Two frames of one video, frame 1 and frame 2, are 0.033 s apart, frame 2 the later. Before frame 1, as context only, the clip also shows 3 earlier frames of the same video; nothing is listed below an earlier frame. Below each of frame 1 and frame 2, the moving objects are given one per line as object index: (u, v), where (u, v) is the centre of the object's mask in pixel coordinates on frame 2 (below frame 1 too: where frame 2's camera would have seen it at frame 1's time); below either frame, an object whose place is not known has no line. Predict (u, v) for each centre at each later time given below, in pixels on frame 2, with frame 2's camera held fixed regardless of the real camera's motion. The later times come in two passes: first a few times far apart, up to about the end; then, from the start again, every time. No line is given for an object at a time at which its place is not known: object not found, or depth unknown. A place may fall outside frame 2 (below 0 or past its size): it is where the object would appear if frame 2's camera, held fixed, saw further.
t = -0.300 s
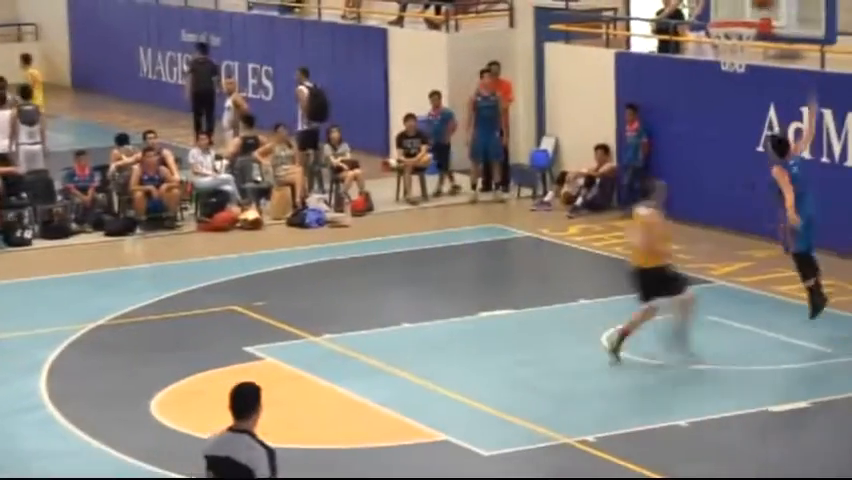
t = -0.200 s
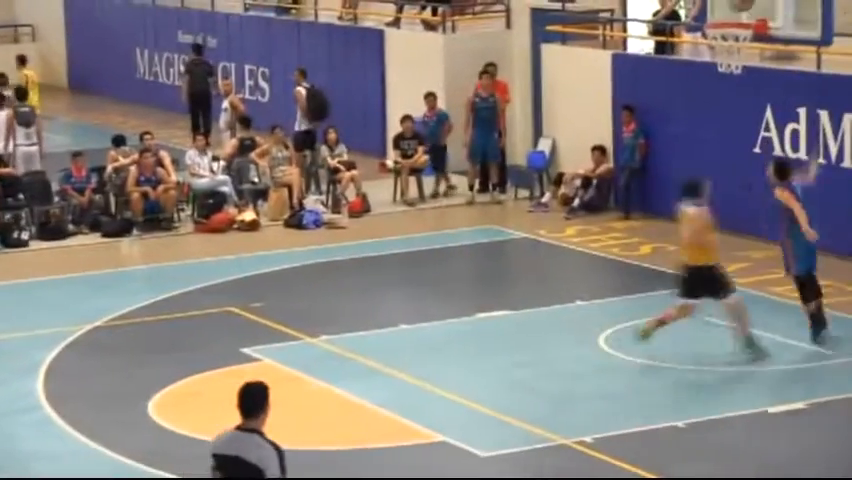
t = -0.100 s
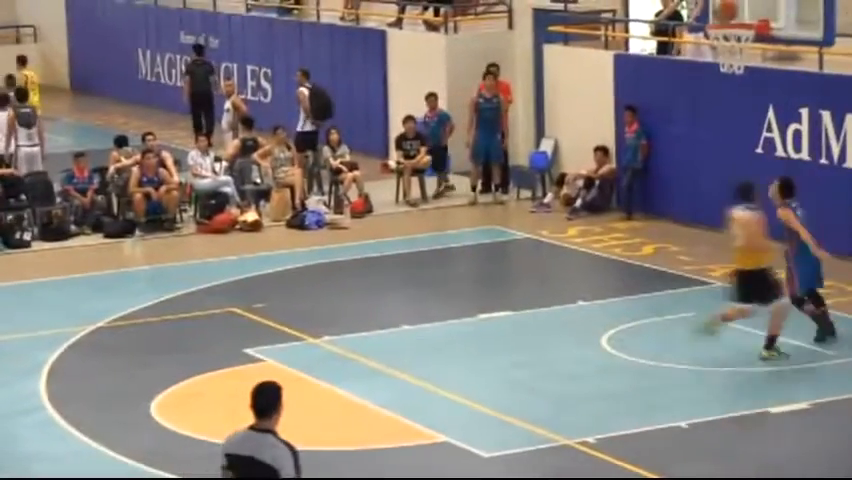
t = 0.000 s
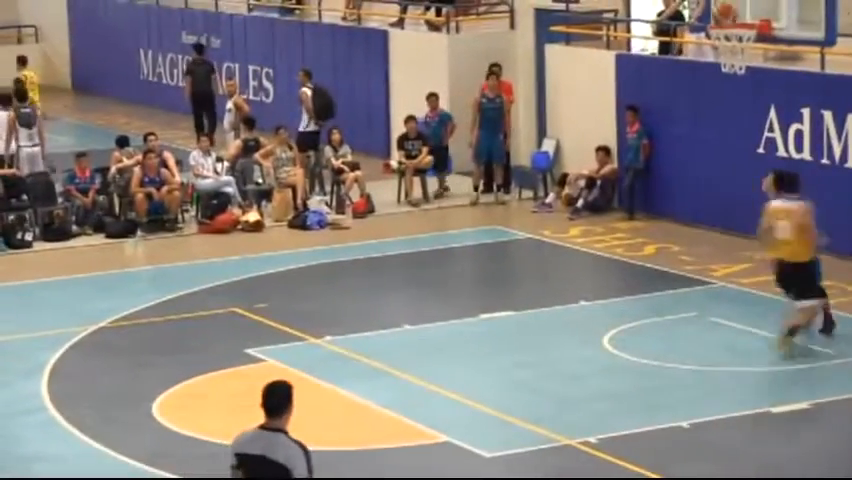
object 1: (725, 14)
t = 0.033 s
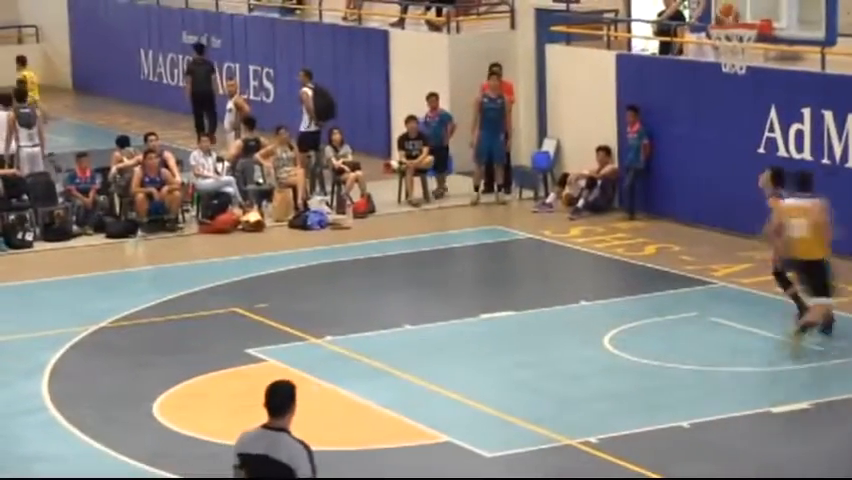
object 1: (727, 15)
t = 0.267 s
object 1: (735, 42)
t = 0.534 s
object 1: (744, 80)
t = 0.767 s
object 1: (742, 158)
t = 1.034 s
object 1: (739, 315)
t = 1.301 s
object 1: (729, 209)
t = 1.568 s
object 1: (718, 137)
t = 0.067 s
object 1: (728, 16)
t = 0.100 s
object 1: (730, 20)
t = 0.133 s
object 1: (731, 21)
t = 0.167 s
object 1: (733, 21)
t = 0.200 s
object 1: (736, 24)
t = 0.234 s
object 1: (730, 39)
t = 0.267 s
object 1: (735, 42)
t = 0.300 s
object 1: (741, 47)
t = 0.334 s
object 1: (741, 61)
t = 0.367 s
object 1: (746, 66)
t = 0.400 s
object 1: (745, 67)
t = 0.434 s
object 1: (744, 69)
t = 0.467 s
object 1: (743, 70)
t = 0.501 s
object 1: (744, 75)
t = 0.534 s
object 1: (744, 80)
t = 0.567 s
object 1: (745, 88)
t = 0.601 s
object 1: (744, 98)
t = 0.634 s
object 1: (743, 106)
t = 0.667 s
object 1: (743, 118)
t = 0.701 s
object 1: (742, 131)
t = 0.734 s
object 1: (742, 143)
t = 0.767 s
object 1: (742, 158)
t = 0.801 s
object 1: (743, 175)
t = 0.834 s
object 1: (743, 191)
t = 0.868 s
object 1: (742, 209)
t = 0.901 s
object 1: (741, 230)
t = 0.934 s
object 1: (742, 249)
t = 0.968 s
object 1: (740, 274)
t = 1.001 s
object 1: (739, 297)
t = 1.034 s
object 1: (739, 315)
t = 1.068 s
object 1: (738, 331)
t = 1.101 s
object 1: (736, 309)
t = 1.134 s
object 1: (735, 291)
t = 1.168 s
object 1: (733, 273)
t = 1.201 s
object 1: (732, 257)
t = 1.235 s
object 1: (731, 238)
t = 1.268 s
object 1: (731, 222)
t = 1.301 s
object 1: (729, 209)
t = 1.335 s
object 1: (728, 196)
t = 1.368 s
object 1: (726, 185)
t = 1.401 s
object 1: (724, 174)
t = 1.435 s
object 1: (723, 165)
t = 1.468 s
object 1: (722, 156)
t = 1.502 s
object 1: (721, 149)
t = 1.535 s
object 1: (719, 142)
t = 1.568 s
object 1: (718, 137)
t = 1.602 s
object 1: (716, 133)
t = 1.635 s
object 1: (715, 130)
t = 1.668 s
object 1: (713, 128)
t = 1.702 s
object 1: (712, 127)
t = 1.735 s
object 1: (710, 127)
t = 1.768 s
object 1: (709, 129)
